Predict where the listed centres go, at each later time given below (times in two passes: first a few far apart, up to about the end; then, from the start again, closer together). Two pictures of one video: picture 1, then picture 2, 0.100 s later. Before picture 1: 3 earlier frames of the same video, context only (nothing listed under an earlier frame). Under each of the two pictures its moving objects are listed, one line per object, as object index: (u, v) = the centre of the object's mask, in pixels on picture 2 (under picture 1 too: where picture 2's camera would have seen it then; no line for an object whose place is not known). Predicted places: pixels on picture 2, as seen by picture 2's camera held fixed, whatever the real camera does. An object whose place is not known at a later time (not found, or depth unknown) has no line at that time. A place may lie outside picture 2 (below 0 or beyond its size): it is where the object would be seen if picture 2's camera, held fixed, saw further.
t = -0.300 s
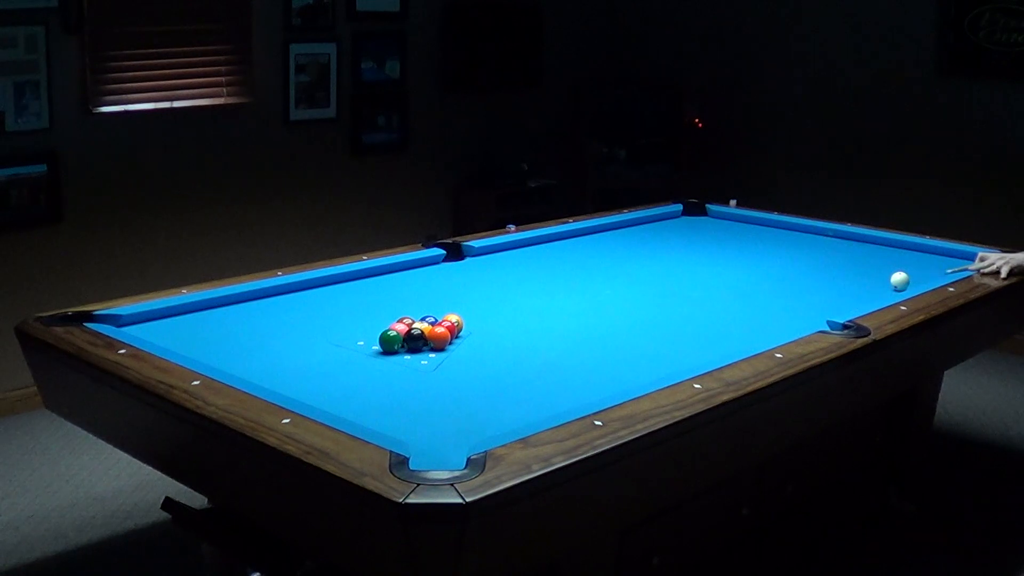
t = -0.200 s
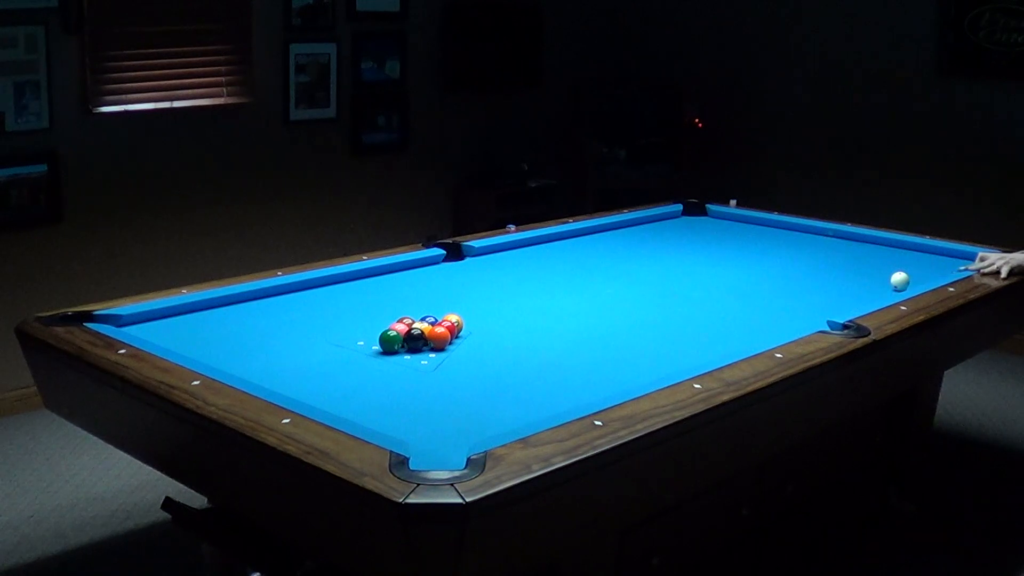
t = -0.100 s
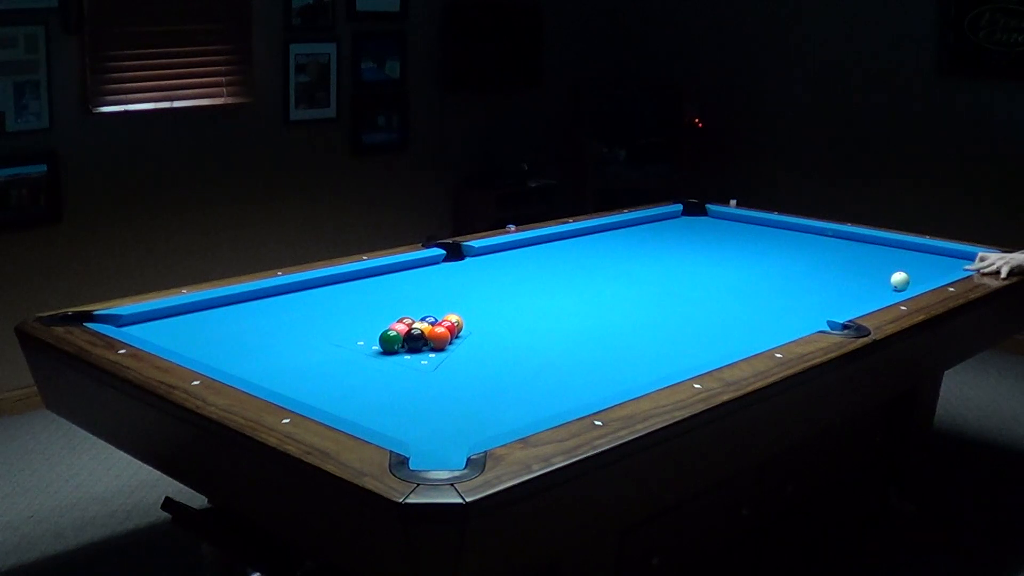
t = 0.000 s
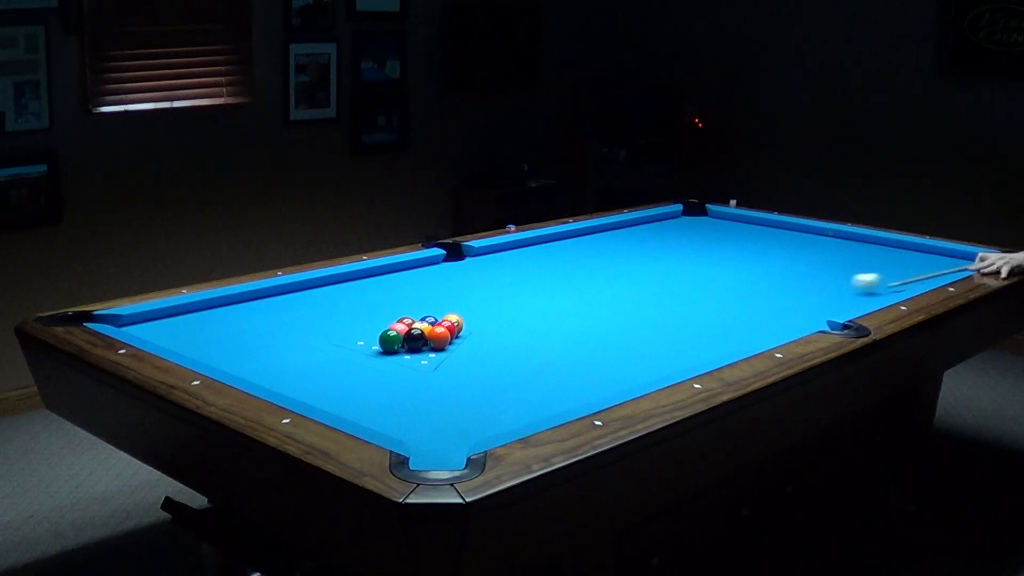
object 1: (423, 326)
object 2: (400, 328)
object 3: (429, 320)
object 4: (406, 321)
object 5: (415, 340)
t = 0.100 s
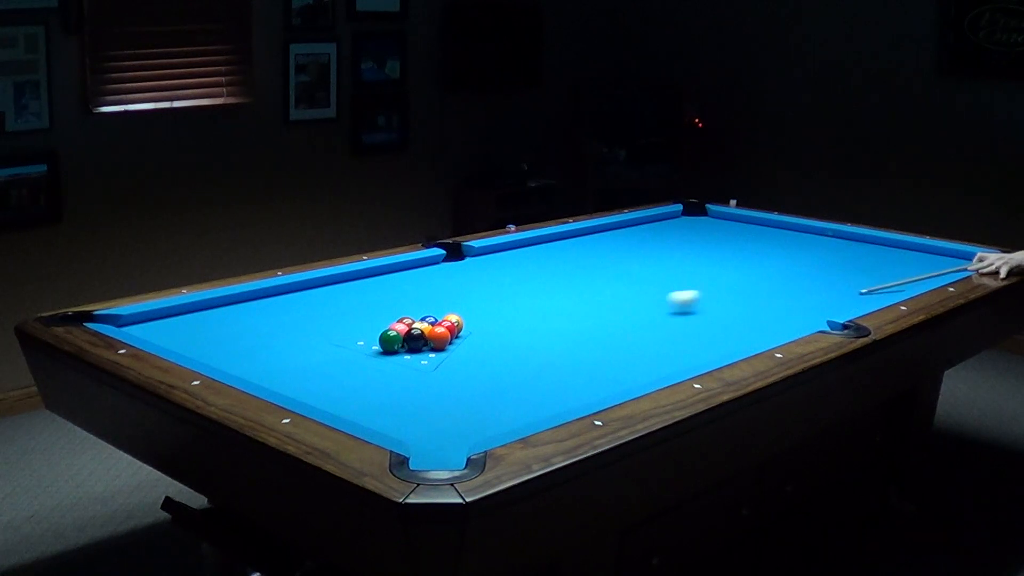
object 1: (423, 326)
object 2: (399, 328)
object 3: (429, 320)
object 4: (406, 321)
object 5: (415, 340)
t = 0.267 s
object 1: (412, 332)
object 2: (387, 333)
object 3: (422, 320)
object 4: (322, 322)
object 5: (395, 349)
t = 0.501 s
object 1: (385, 329)
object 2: (357, 337)
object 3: (399, 313)
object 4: (174, 329)
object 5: (336, 377)
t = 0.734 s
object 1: (359, 326)
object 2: (327, 339)
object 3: (380, 304)
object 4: (232, 360)
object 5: (314, 372)
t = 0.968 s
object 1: (336, 323)
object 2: (300, 341)
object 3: (364, 296)
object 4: (270, 373)
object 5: (353, 372)
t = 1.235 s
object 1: (312, 321)
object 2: (271, 343)
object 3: (346, 287)
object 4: (275, 382)
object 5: (434, 374)
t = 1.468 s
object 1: (293, 319)
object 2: (247, 344)
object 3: (332, 281)
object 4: (293, 389)
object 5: (501, 375)
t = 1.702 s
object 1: (276, 317)
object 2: (226, 346)
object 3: (344, 282)
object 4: (319, 397)
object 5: (565, 376)
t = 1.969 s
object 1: (259, 315)
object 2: (203, 347)
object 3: (361, 283)
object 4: (347, 406)
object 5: (636, 375)
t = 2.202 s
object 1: (246, 313)
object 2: (186, 346)
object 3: (374, 285)
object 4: (371, 413)
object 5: (656, 369)
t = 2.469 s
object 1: (232, 312)
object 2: (178, 345)
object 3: (388, 287)
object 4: (397, 421)
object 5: (656, 360)
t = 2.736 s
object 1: (221, 311)
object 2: (180, 344)
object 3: (400, 288)
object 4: (422, 427)
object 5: (655, 350)
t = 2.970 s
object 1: (213, 310)
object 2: (181, 343)
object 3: (409, 289)
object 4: (443, 432)
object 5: (651, 343)
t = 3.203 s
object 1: (207, 309)
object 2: (181, 343)
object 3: (417, 290)
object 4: (461, 437)
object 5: (645, 337)
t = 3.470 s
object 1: (201, 308)
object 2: (180, 343)
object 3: (425, 290)
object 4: (473, 435)
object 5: (638, 331)
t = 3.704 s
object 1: (197, 308)
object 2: (180, 343)
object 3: (431, 290)
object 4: (474, 432)
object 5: (633, 326)
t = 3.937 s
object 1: (195, 308)
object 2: (180, 343)
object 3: (436, 290)
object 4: (475, 430)
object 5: (629, 322)
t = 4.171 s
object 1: (194, 307)
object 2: (180, 343)
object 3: (439, 290)
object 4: (475, 428)
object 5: (626, 319)
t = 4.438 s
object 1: (194, 308)
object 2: (180, 343)
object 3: (440, 290)
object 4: (474, 427)
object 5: (622, 315)
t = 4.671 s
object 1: (194, 308)
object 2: (180, 343)
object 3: (439, 290)
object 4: (474, 427)
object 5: (619, 313)
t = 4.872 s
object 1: (194, 308)
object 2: (180, 342)
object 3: (439, 290)
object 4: (473, 427)
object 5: (618, 311)
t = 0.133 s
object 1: (423, 326)
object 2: (399, 328)
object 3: (430, 320)
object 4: (406, 321)
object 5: (415, 340)
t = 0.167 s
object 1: (423, 326)
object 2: (399, 328)
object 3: (429, 320)
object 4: (406, 321)
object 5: (415, 340)
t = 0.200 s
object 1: (422, 326)
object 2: (399, 328)
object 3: (429, 320)
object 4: (404, 321)
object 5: (414, 340)
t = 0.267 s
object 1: (412, 332)
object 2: (387, 333)
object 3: (422, 320)
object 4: (322, 322)
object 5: (395, 349)
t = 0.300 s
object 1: (408, 331)
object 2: (383, 333)
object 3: (419, 319)
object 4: (283, 319)
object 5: (386, 353)
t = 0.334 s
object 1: (404, 331)
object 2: (379, 335)
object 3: (415, 318)
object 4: (246, 317)
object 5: (377, 357)
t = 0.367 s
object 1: (400, 330)
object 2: (374, 336)
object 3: (412, 316)
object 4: (211, 314)
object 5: (368, 361)
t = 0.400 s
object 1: (396, 330)
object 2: (370, 336)
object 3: (409, 316)
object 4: (177, 312)
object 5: (360, 365)
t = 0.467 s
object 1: (389, 329)
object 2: (361, 337)
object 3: (402, 314)
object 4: (171, 322)
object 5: (344, 373)
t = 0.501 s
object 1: (385, 329)
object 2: (357, 337)
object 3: (399, 313)
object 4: (174, 329)
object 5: (336, 377)
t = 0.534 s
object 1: (381, 328)
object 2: (352, 338)
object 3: (396, 312)
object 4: (176, 336)
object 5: (331, 377)
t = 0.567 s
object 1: (377, 328)
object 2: (348, 338)
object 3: (394, 310)
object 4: (179, 341)
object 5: (326, 374)
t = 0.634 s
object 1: (370, 327)
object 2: (340, 339)
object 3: (388, 308)
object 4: (188, 349)
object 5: (321, 376)
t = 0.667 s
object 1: (366, 327)
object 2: (336, 339)
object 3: (386, 306)
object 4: (203, 353)
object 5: (319, 374)
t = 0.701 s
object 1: (363, 326)
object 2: (331, 339)
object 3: (383, 305)
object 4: (218, 357)
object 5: (317, 373)
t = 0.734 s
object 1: (359, 326)
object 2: (327, 339)
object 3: (380, 304)
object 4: (232, 360)
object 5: (314, 372)
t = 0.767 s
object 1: (356, 326)
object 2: (323, 340)
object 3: (378, 303)
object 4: (246, 363)
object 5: (311, 372)
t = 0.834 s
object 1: (349, 325)
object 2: (315, 340)
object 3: (373, 300)
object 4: (272, 368)
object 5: (305, 371)
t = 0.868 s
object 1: (346, 325)
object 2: (311, 340)
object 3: (371, 299)
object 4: (276, 370)
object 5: (312, 371)
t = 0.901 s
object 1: (343, 324)
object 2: (308, 341)
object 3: (368, 298)
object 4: (273, 370)
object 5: (327, 371)
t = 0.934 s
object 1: (340, 324)
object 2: (304, 341)
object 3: (366, 297)
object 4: (271, 372)
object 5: (340, 371)
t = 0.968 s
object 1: (336, 323)
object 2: (300, 341)
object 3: (364, 296)
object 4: (270, 373)
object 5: (353, 372)
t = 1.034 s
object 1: (330, 323)
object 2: (292, 342)
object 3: (359, 294)
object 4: (270, 376)
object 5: (375, 372)
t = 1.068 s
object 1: (327, 323)
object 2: (288, 342)
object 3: (357, 293)
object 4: (271, 377)
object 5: (385, 373)
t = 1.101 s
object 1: (324, 322)
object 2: (285, 342)
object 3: (355, 291)
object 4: (272, 378)
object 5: (395, 373)
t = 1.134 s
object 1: (321, 322)
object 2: (281, 342)
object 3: (352, 291)
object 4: (272, 379)
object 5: (405, 373)
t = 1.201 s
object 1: (315, 321)
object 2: (274, 343)
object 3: (348, 288)
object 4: (274, 381)
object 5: (424, 374)
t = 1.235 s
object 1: (312, 321)
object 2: (271, 343)
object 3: (346, 287)
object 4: (275, 382)
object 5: (434, 374)
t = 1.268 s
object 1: (310, 320)
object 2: (267, 343)
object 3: (344, 286)
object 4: (276, 383)
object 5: (444, 374)
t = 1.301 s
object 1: (307, 320)
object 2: (264, 343)
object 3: (342, 286)
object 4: (277, 384)
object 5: (453, 374)
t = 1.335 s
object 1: (304, 320)
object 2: (260, 344)
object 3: (340, 285)
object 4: (278, 385)
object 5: (463, 374)
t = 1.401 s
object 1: (299, 319)
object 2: (254, 344)
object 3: (336, 283)
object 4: (286, 387)
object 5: (482, 375)
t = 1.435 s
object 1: (296, 319)
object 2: (250, 344)
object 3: (334, 282)
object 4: (290, 388)
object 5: (491, 375)
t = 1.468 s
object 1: (293, 319)
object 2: (247, 344)
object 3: (332, 281)
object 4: (293, 389)
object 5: (501, 375)
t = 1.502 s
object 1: (291, 319)
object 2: (244, 344)
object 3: (330, 280)
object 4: (297, 390)
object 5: (510, 375)
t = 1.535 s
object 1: (288, 318)
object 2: (241, 344)
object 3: (333, 280)
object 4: (301, 392)
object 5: (519, 375)
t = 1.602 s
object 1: (283, 318)
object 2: (234, 345)
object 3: (337, 281)
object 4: (308, 394)
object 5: (538, 375)
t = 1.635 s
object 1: (281, 317)
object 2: (231, 345)
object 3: (340, 282)
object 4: (312, 395)
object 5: (547, 375)
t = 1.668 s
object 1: (279, 317)
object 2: (228, 346)
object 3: (342, 282)
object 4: (315, 396)
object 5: (556, 376)
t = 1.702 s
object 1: (276, 317)
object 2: (226, 346)
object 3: (344, 282)
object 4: (319, 397)
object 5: (565, 376)
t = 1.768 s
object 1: (272, 316)
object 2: (220, 346)
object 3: (349, 283)
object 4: (326, 399)
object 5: (584, 376)
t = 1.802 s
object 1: (270, 316)
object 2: (217, 346)
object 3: (350, 282)
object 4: (330, 401)
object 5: (593, 376)
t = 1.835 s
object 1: (267, 316)
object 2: (214, 347)
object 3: (353, 282)
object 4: (333, 402)
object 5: (602, 377)
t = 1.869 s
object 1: (265, 316)
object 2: (211, 347)
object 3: (354, 283)
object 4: (337, 403)
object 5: (610, 377)
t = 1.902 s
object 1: (263, 316)
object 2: (208, 347)
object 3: (357, 283)
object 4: (340, 404)
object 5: (619, 376)
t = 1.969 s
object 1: (259, 315)
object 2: (203, 347)
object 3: (361, 283)
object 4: (347, 406)
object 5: (636, 375)
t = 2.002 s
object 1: (257, 315)
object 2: (200, 347)
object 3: (363, 283)
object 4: (351, 407)
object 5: (645, 374)
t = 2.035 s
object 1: (255, 315)
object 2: (198, 347)
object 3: (365, 284)
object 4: (354, 408)
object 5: (653, 373)
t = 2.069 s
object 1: (253, 314)
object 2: (195, 347)
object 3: (366, 284)
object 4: (357, 409)
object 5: (656, 372)
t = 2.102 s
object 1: (252, 314)
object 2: (193, 347)
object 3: (369, 284)
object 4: (361, 410)
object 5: (656, 371)
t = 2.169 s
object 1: (248, 313)
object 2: (188, 346)
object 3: (372, 285)
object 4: (368, 412)
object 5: (656, 369)
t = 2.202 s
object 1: (246, 313)
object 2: (186, 346)
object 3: (374, 285)
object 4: (371, 413)
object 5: (656, 369)
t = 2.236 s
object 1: (244, 313)
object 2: (184, 346)
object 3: (376, 285)
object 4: (375, 414)
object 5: (656, 368)
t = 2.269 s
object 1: (242, 313)
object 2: (182, 346)
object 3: (378, 285)
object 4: (378, 415)
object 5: (656, 367)
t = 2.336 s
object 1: (239, 312)
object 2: (177, 345)
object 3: (381, 286)
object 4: (384, 417)
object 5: (656, 365)
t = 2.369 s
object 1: (237, 312)
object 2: (177, 345)
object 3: (383, 286)
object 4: (388, 418)
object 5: (656, 364)
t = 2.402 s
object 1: (235, 312)
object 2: (177, 345)
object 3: (384, 286)
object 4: (391, 419)
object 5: (656, 362)
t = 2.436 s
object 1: (234, 312)
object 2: (178, 345)
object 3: (386, 287)
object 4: (394, 420)
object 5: (656, 361)
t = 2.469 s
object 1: (232, 312)
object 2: (178, 345)
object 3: (388, 287)
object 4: (397, 421)
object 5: (656, 360)
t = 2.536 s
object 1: (230, 312)
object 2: (178, 344)
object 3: (391, 287)
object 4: (404, 423)
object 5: (656, 357)
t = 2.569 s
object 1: (228, 311)
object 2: (179, 344)
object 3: (393, 287)
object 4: (407, 424)
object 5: (656, 356)
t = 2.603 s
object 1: (227, 311)
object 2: (179, 344)
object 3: (394, 287)
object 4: (410, 425)
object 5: (656, 355)
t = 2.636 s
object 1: (225, 311)
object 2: (179, 344)
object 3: (396, 288)
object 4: (413, 425)
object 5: (655, 354)
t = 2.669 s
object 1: (224, 311)
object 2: (180, 344)
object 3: (397, 288)
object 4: (416, 426)
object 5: (655, 353)
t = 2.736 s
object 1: (221, 311)
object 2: (180, 344)
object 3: (400, 288)
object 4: (422, 427)
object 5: (655, 350)
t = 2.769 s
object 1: (220, 311)
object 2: (180, 344)
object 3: (401, 288)
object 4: (425, 428)
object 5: (655, 349)
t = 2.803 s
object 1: (219, 310)
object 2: (180, 344)
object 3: (403, 288)
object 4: (428, 429)
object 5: (655, 348)
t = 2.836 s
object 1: (218, 311)
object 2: (180, 344)
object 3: (404, 288)
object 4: (431, 430)
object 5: (655, 347)
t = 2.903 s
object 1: (216, 310)
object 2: (181, 344)
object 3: (407, 289)
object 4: (437, 431)
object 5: (652, 345)
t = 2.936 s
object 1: (214, 310)
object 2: (181, 343)
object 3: (408, 289)
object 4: (440, 432)
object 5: (651, 344)
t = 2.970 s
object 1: (213, 310)
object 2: (181, 343)
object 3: (409, 289)
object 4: (443, 432)
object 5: (651, 343)
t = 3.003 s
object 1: (212, 310)
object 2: (181, 343)
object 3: (411, 289)
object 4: (445, 433)
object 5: (650, 342)
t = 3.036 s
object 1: (211, 309)
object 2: (181, 343)
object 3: (412, 289)
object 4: (448, 434)
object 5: (649, 342)
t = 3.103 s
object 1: (209, 309)
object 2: (181, 343)
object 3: (414, 290)
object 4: (454, 435)
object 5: (647, 340)
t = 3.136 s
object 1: (208, 309)
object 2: (181, 343)
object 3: (415, 290)
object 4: (456, 436)
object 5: (646, 339)
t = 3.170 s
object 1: (207, 309)
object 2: (181, 343)
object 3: (416, 290)
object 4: (459, 437)
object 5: (645, 338)
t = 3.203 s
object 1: (207, 309)
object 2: (181, 343)
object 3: (417, 290)
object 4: (461, 437)
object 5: (645, 337)
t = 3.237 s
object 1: (206, 309)
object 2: (181, 343)
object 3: (419, 290)
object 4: (463, 438)
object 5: (644, 336)
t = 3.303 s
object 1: (204, 309)
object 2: (181, 343)
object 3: (421, 290)
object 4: (468, 437)
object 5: (642, 335)
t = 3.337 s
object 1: (204, 309)
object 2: (180, 343)
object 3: (422, 290)
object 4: (470, 437)
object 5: (641, 334)
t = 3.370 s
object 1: (203, 309)
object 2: (180, 343)
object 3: (423, 290)
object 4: (472, 436)
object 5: (640, 333)
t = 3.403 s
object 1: (202, 309)
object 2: (180, 343)
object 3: (424, 290)
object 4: (473, 436)
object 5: (640, 333)
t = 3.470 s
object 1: (201, 308)
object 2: (180, 343)
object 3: (425, 290)
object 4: (473, 435)
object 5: (638, 331)
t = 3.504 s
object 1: (200, 308)
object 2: (180, 343)
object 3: (426, 290)
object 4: (474, 434)
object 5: (638, 330)
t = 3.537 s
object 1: (199, 308)
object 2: (180, 343)
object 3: (427, 290)
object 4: (474, 434)
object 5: (637, 330)
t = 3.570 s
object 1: (199, 308)
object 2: (180, 343)
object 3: (428, 290)
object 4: (474, 433)
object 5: (636, 329)
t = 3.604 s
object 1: (198, 308)
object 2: (180, 343)
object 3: (429, 290)
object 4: (474, 433)
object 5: (635, 328)
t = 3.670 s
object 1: (197, 308)
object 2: (180, 343)
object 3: (431, 290)
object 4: (474, 432)
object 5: (634, 327)
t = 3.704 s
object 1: (197, 308)
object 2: (180, 343)
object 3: (431, 290)
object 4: (474, 432)
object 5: (633, 326)
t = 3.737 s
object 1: (196, 308)
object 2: (180, 343)
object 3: (432, 290)
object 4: (474, 431)
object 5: (633, 326)
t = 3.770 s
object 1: (196, 308)
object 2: (180, 343)
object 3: (433, 291)
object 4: (475, 431)
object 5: (632, 325)
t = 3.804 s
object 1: (196, 308)
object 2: (180, 343)
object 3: (433, 290)
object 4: (475, 431)
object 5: (631, 324)
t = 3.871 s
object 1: (195, 308)
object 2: (180, 343)
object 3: (435, 290)
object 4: (475, 430)
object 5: (630, 323)
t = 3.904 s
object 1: (195, 308)
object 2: (180, 343)
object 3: (435, 290)
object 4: (475, 430)
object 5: (630, 323)
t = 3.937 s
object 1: (195, 308)
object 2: (180, 343)
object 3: (436, 290)
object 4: (475, 430)
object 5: (629, 322)
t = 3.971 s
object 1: (195, 308)
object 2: (180, 343)
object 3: (436, 290)
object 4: (475, 429)
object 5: (629, 322)
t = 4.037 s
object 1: (194, 308)
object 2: (180, 343)
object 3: (437, 290)
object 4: (475, 429)
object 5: (627, 321)
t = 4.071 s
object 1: (194, 308)
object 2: (180, 343)
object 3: (438, 290)
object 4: (475, 429)
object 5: (627, 320)
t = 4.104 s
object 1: (194, 308)
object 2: (180, 343)
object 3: (438, 290)
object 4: (475, 428)
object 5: (627, 320)
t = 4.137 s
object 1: (194, 308)
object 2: (180, 343)
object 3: (439, 290)
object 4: (475, 428)
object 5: (626, 319)
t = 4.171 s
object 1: (194, 307)
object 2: (180, 343)
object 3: (439, 290)
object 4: (475, 428)
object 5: (626, 319)
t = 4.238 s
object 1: (194, 308)
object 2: (180, 343)
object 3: (439, 290)
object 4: (475, 428)
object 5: (625, 318)
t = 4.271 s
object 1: (194, 308)
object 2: (180, 343)
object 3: (439, 290)
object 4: (475, 428)
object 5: (624, 317)
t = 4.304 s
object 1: (194, 308)
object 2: (180, 343)
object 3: (440, 290)
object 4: (475, 427)
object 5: (624, 317)
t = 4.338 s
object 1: (194, 308)
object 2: (180, 343)
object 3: (440, 290)
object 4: (474, 427)
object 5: (623, 317)
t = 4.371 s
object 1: (194, 308)
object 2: (180, 343)
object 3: (440, 290)
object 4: (475, 427)
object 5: (623, 316)
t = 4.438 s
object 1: (194, 308)
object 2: (180, 343)
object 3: (440, 290)
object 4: (474, 427)
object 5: (622, 315)
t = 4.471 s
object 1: (194, 308)
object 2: (180, 343)
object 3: (440, 290)
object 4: (474, 427)
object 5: (621, 315)
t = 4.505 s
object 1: (194, 307)
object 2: (180, 343)
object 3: (440, 290)
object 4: (475, 427)
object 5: (621, 315)
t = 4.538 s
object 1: (194, 308)
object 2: (180, 343)
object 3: (440, 290)
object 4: (474, 427)
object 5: (621, 314)
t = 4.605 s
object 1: (194, 308)
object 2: (180, 343)
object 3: (439, 290)
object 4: (474, 427)
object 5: (620, 313)
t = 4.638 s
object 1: (194, 308)
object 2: (180, 343)
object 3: (439, 290)
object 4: (474, 427)
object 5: (620, 313)
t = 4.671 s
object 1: (194, 308)
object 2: (180, 343)
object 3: (439, 290)
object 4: (474, 427)
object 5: (619, 313)
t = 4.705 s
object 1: (194, 308)
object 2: (180, 343)
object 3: (439, 290)
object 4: (474, 427)
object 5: (619, 313)
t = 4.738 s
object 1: (194, 308)
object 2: (180, 343)
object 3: (439, 290)
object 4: (474, 427)
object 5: (619, 312)
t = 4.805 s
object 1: (194, 308)
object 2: (180, 343)
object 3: (439, 290)
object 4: (474, 427)
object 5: (618, 311)
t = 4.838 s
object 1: (194, 308)
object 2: (180, 343)
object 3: (439, 290)
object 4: (473, 427)
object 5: (618, 311)
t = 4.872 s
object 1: (194, 308)
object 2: (180, 342)
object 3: (439, 290)
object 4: (473, 427)
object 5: (618, 311)
